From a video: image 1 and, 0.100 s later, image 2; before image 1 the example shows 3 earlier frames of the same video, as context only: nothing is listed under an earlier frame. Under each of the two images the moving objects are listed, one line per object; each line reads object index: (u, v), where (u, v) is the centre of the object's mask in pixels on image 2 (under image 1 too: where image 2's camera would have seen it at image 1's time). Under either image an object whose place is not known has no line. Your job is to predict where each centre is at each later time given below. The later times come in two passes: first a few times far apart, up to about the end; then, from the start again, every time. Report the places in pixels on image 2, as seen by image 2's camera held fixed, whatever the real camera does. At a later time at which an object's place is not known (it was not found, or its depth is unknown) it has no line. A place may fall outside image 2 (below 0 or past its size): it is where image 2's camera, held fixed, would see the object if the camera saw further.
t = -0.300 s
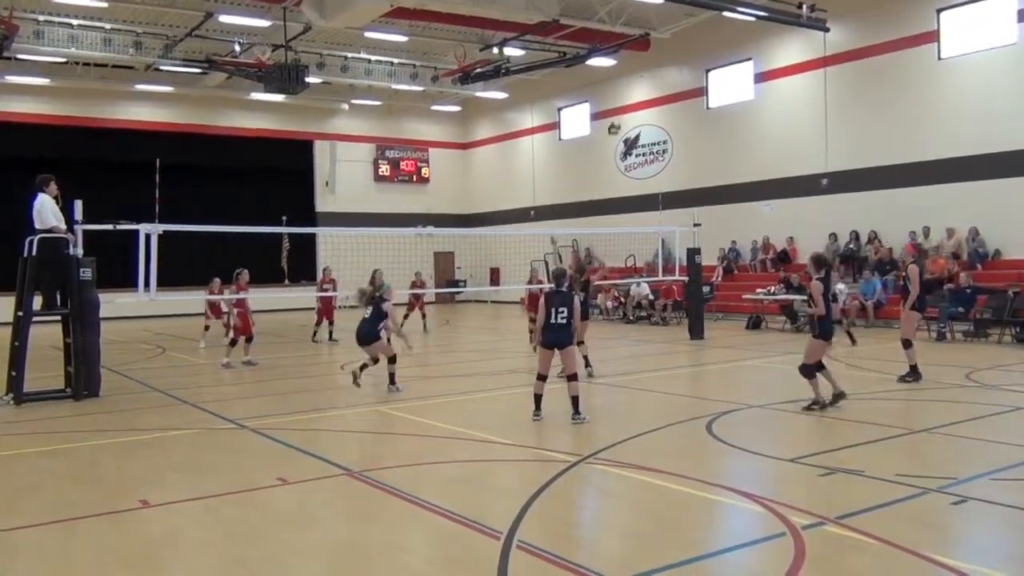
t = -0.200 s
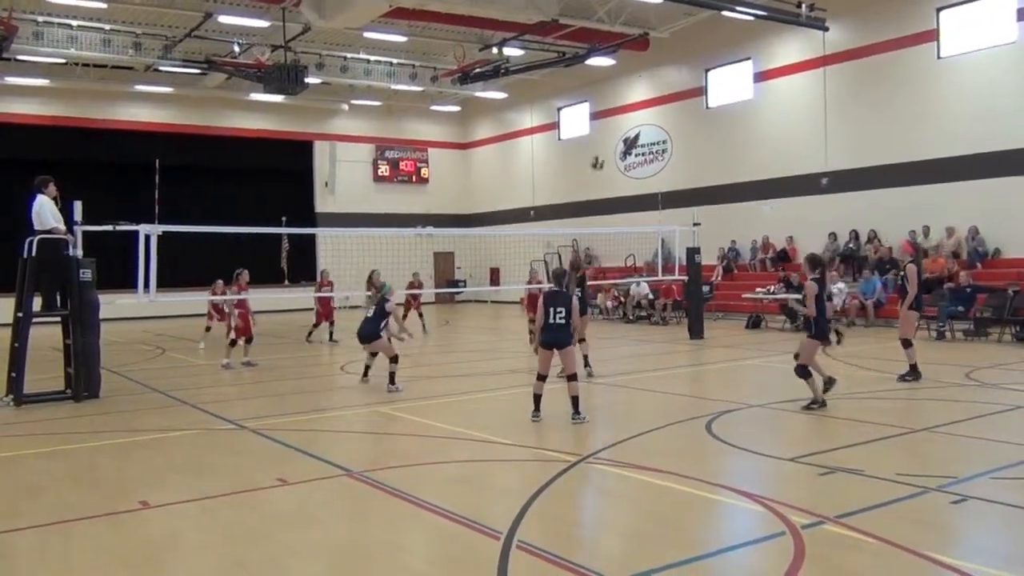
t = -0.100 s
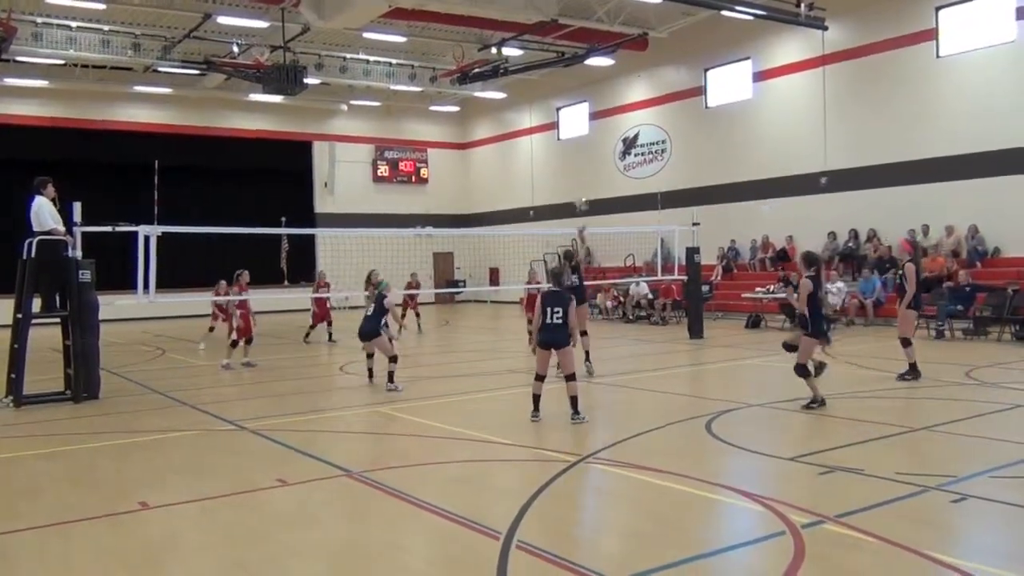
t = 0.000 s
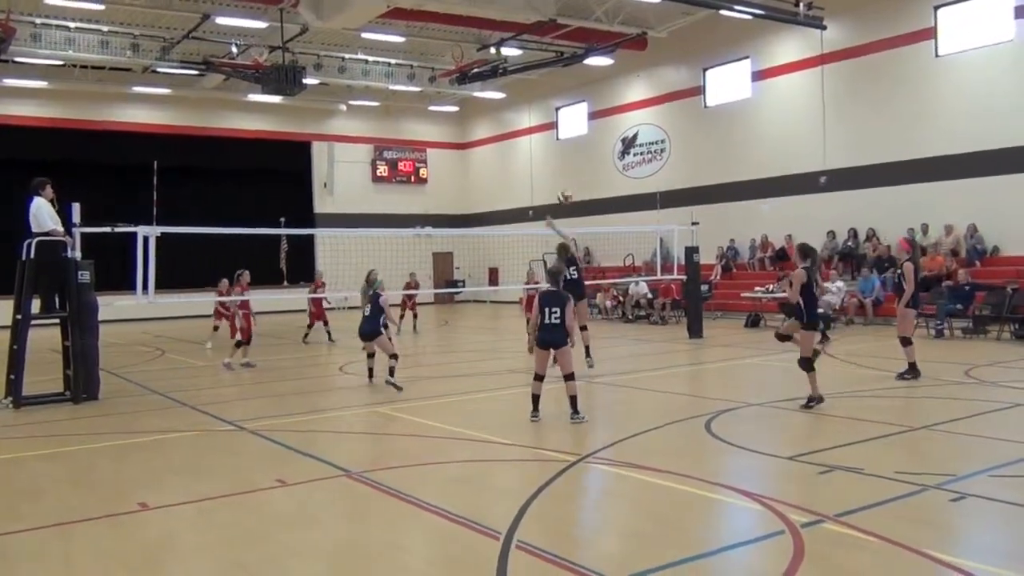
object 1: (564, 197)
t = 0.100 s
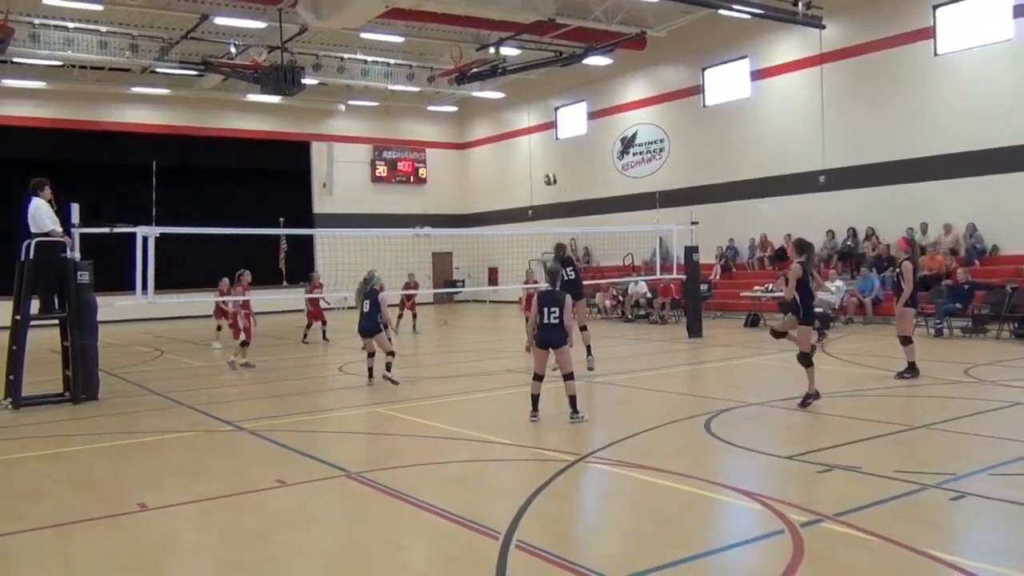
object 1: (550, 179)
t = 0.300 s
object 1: (529, 168)
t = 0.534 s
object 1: (511, 185)
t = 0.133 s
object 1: (546, 176)
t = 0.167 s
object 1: (542, 173)
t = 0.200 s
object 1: (538, 171)
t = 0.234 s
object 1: (535, 169)
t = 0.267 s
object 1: (532, 168)
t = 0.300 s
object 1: (529, 168)
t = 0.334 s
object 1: (526, 169)
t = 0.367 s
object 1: (523, 170)
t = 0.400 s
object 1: (521, 172)
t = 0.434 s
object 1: (518, 174)
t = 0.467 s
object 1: (515, 175)
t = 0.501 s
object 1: (514, 180)
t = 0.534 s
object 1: (511, 185)
